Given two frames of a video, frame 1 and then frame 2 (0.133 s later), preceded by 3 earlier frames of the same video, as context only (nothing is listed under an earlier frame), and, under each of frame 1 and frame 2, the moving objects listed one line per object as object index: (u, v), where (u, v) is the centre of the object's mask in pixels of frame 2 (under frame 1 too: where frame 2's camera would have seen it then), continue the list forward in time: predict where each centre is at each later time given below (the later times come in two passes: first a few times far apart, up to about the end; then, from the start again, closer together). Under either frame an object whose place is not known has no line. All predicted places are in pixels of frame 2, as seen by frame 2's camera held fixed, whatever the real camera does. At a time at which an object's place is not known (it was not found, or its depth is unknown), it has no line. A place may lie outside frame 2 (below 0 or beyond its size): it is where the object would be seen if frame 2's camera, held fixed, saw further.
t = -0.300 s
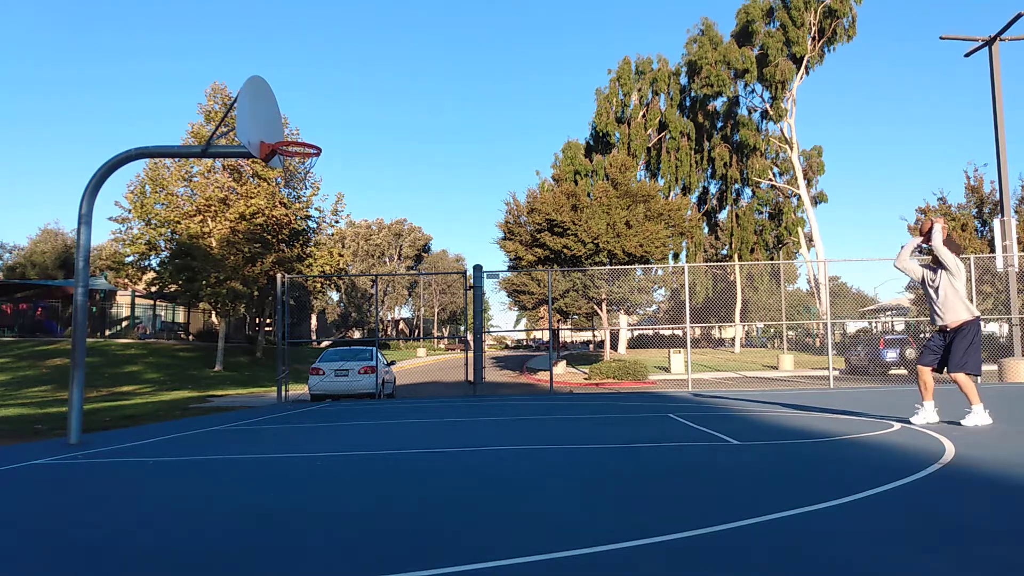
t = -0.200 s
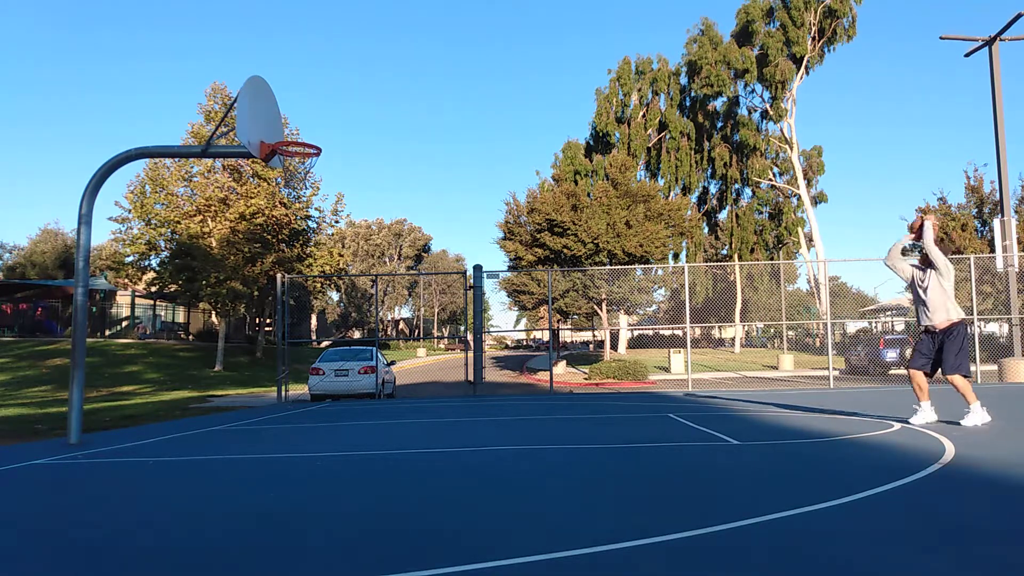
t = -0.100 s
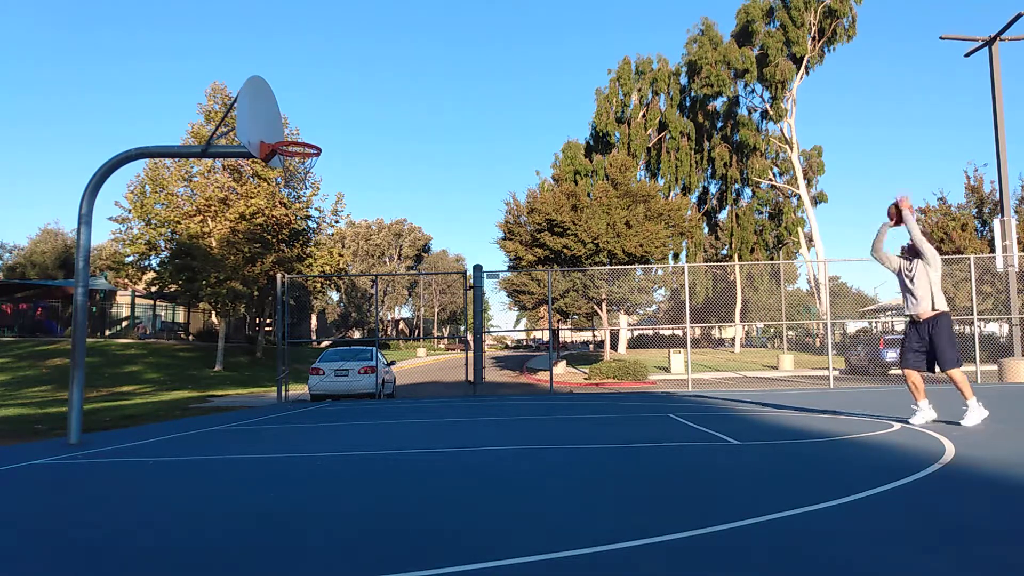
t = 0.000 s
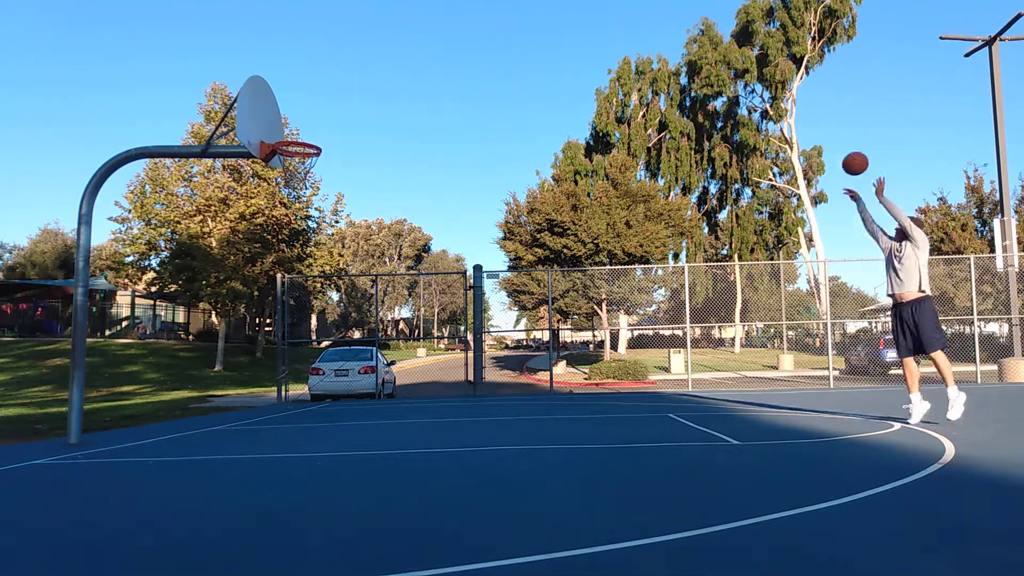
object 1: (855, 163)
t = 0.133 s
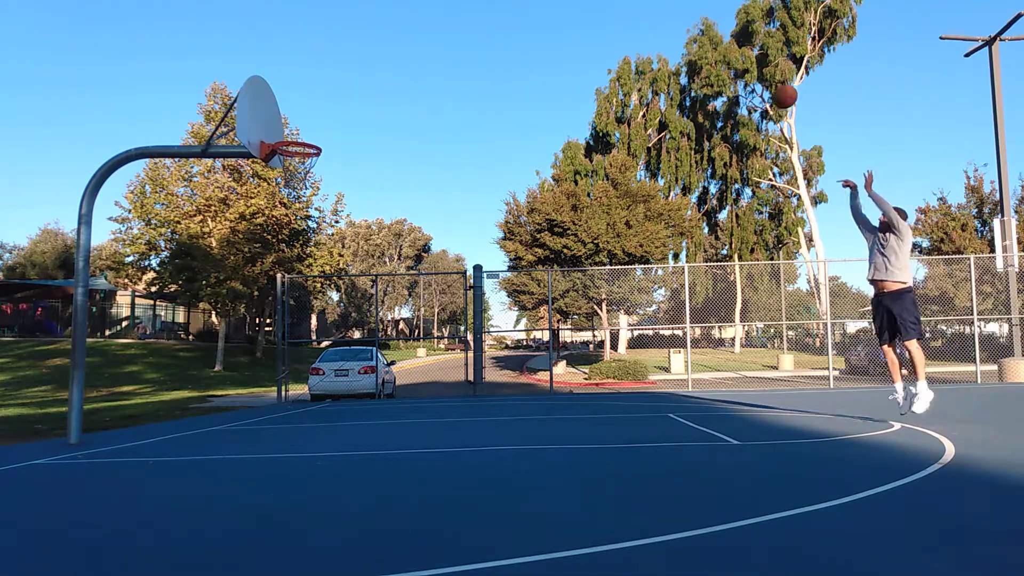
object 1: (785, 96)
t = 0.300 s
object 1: (702, 38)
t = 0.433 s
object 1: (639, 12)
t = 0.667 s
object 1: (536, 8)
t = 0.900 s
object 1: (438, 46)
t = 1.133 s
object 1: (343, 133)
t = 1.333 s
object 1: (368, 232)
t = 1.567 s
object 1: (424, 400)
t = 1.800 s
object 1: (480, 327)
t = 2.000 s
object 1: (527, 265)
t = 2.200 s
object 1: (576, 240)
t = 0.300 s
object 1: (702, 38)
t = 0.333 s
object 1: (686, 31)
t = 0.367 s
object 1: (670, 23)
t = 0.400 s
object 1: (655, 17)
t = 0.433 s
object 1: (639, 12)
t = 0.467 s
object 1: (624, 9)
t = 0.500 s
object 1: (609, 8)
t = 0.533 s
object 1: (594, 7)
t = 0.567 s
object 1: (579, 6)
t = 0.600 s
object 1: (565, 6)
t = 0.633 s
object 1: (550, 7)
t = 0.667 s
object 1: (536, 8)
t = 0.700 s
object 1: (521, 9)
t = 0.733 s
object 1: (507, 12)
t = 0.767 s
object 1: (493, 17)
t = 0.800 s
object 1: (479, 23)
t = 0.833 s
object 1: (465, 30)
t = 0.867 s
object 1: (451, 37)
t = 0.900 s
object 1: (438, 46)
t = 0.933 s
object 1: (424, 55)
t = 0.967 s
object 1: (410, 66)
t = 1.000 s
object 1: (397, 78)
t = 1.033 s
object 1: (383, 90)
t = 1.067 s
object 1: (370, 104)
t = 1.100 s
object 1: (356, 118)
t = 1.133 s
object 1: (343, 133)
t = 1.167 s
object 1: (329, 149)
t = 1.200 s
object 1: (334, 163)
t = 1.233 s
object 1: (342, 178)
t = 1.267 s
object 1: (351, 195)
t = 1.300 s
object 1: (359, 213)
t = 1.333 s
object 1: (368, 232)
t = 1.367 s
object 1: (376, 252)
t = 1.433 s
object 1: (392, 295)
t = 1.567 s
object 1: (424, 400)
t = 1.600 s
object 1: (432, 425)
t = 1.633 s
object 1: (440, 407)
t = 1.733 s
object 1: (464, 354)
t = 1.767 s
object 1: (472, 341)
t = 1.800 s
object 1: (480, 327)
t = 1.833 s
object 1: (488, 315)
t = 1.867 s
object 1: (496, 302)
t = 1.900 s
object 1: (503, 292)
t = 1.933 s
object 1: (511, 282)
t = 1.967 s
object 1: (519, 273)
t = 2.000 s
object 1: (527, 265)
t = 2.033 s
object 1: (536, 258)
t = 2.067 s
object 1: (544, 254)
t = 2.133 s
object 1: (560, 245)
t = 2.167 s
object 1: (568, 241)
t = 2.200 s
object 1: (576, 240)
